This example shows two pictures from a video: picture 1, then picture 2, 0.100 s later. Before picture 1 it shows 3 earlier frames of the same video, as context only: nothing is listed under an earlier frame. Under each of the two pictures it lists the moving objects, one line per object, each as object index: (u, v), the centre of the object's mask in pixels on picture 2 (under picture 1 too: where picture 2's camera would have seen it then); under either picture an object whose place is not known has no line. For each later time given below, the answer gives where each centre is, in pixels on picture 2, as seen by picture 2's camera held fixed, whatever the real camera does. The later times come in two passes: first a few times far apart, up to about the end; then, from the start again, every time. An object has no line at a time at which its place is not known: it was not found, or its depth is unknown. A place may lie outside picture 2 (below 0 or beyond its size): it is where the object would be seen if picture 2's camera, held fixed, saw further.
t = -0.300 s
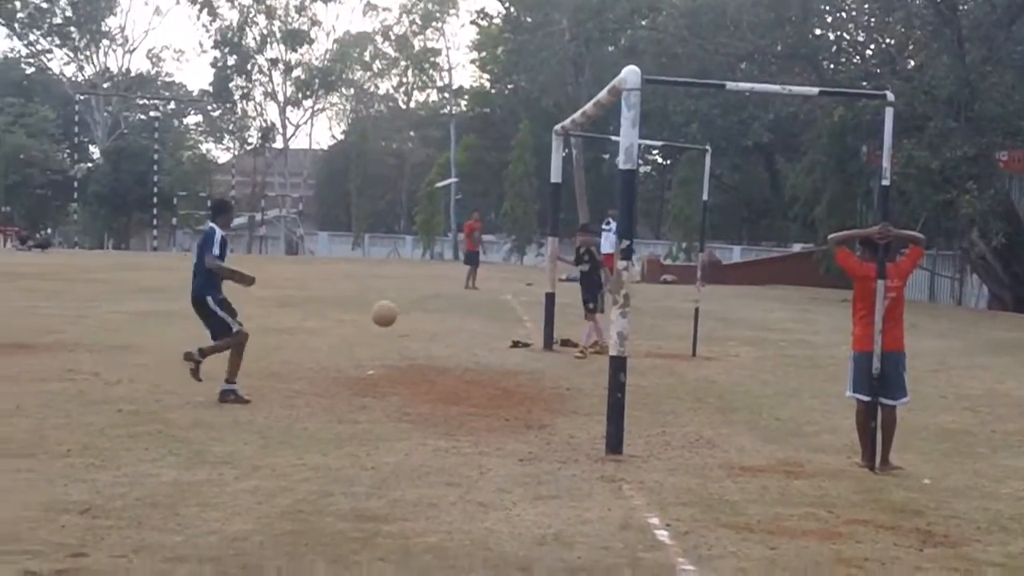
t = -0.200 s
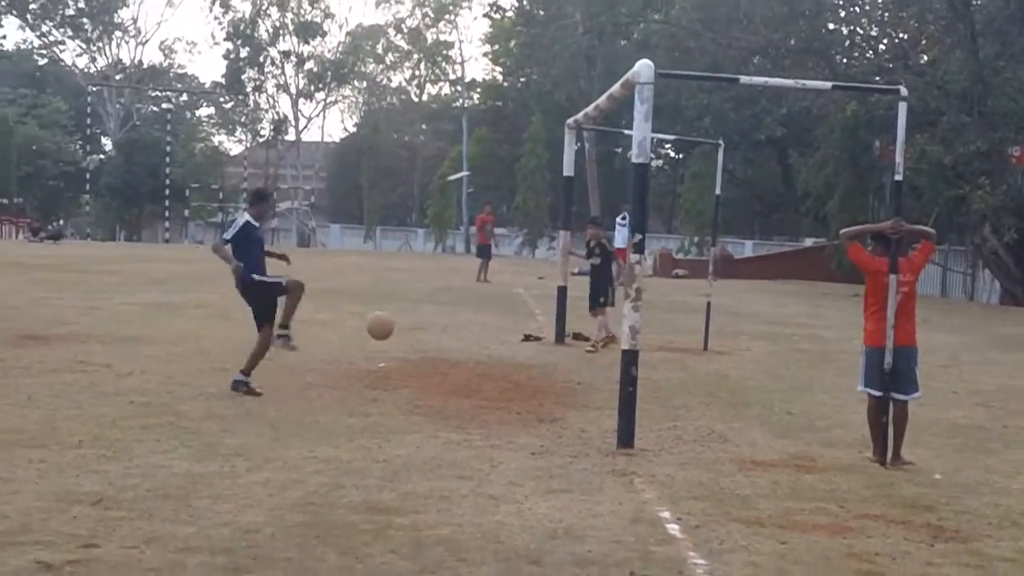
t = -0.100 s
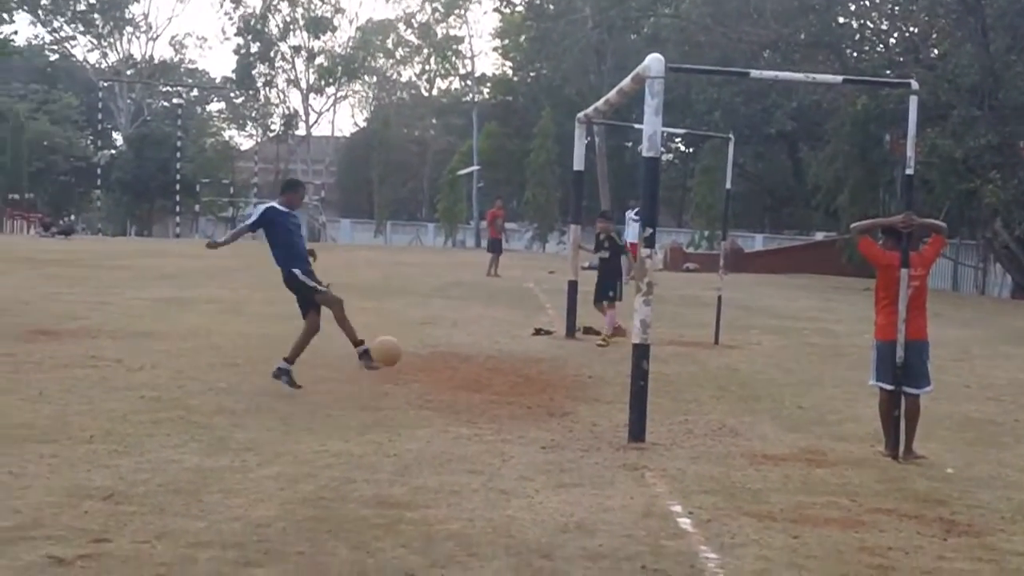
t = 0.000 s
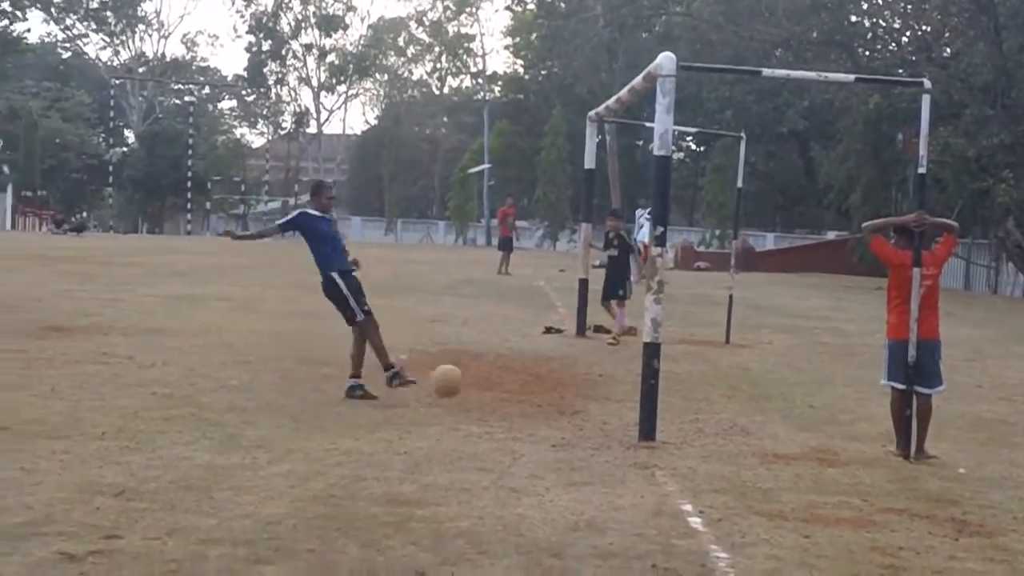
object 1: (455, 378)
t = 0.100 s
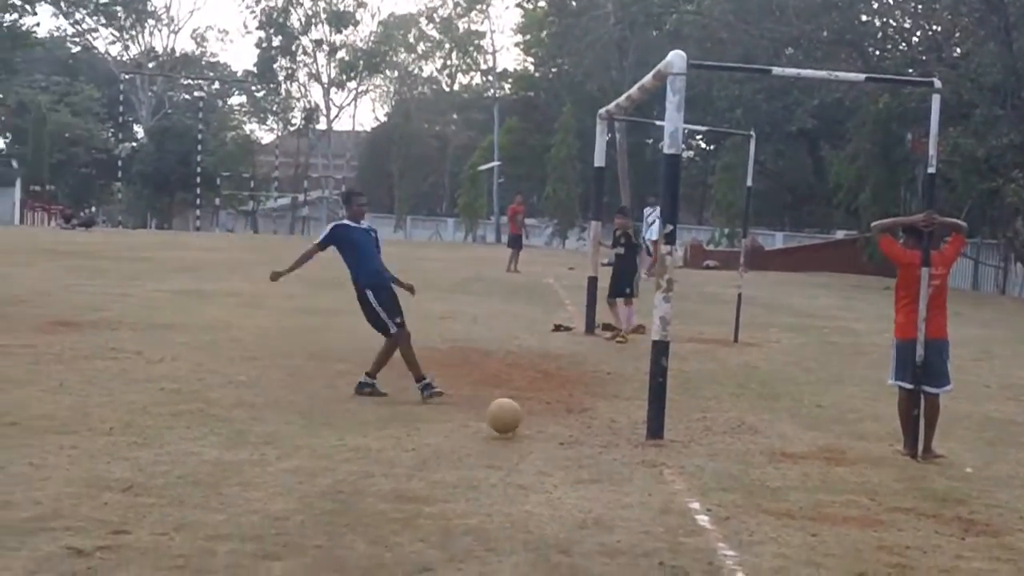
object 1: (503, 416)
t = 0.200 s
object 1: (513, 382)
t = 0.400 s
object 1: (536, 360)
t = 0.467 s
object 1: (545, 371)
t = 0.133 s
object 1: (507, 403)
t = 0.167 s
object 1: (510, 392)
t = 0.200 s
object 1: (513, 382)
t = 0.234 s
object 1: (516, 374)
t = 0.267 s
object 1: (520, 366)
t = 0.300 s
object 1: (524, 362)
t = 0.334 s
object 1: (528, 359)
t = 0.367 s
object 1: (532, 358)
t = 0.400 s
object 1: (536, 360)
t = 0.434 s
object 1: (540, 364)
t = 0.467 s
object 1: (545, 371)
